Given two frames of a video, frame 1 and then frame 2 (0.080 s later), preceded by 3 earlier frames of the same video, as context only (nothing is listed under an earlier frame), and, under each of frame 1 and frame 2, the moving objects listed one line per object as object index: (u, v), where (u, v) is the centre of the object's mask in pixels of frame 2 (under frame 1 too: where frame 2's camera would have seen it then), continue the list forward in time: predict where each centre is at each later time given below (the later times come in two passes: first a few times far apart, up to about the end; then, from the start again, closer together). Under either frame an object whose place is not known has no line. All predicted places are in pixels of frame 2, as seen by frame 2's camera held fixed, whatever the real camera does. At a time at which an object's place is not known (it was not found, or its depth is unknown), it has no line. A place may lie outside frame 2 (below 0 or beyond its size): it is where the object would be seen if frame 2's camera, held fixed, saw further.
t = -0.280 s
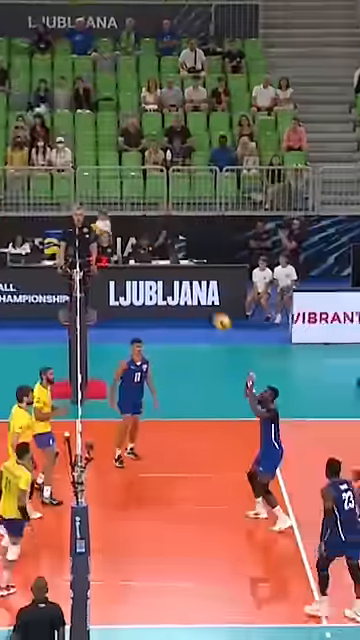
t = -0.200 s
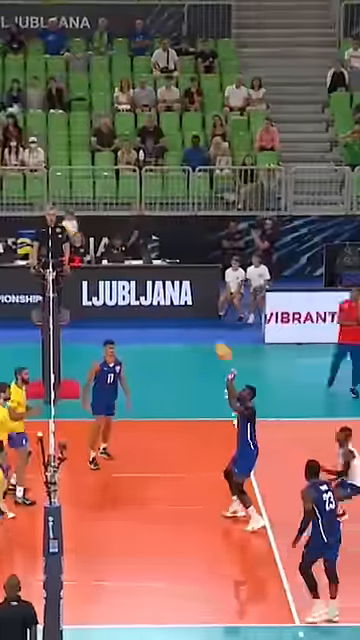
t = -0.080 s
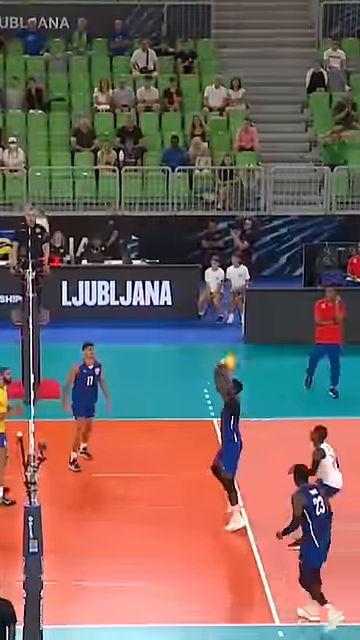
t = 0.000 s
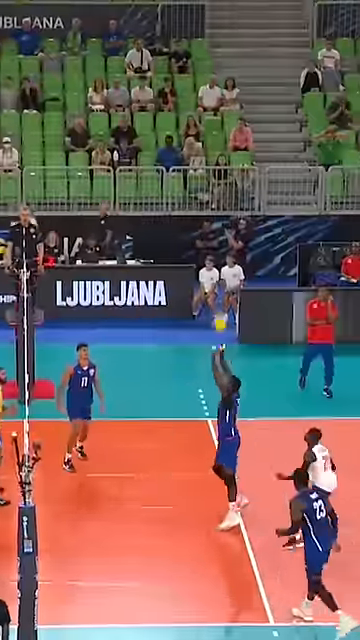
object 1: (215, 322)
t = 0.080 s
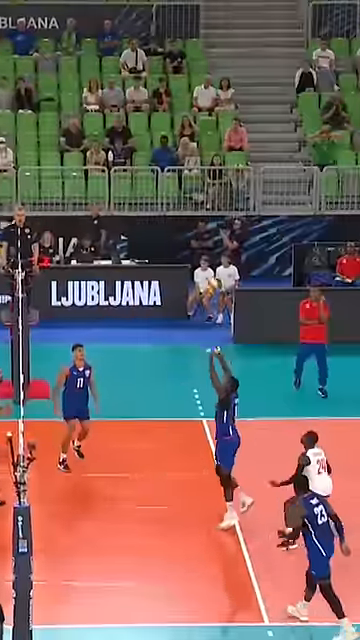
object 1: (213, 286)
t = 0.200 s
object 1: (206, 239)
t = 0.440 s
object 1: (194, 176)
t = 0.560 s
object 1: (190, 160)
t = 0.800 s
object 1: (178, 161)
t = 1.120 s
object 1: (163, 223)
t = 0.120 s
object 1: (211, 266)
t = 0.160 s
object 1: (208, 252)
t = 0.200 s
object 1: (206, 239)
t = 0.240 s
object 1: (203, 224)
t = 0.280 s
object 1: (201, 213)
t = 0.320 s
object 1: (200, 201)
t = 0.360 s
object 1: (198, 191)
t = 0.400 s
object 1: (196, 183)
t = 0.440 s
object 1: (194, 176)
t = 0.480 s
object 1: (190, 171)
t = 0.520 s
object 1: (191, 166)
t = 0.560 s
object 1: (190, 160)
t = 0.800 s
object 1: (178, 161)
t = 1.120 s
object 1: (163, 223)
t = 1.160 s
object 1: (162, 235)
